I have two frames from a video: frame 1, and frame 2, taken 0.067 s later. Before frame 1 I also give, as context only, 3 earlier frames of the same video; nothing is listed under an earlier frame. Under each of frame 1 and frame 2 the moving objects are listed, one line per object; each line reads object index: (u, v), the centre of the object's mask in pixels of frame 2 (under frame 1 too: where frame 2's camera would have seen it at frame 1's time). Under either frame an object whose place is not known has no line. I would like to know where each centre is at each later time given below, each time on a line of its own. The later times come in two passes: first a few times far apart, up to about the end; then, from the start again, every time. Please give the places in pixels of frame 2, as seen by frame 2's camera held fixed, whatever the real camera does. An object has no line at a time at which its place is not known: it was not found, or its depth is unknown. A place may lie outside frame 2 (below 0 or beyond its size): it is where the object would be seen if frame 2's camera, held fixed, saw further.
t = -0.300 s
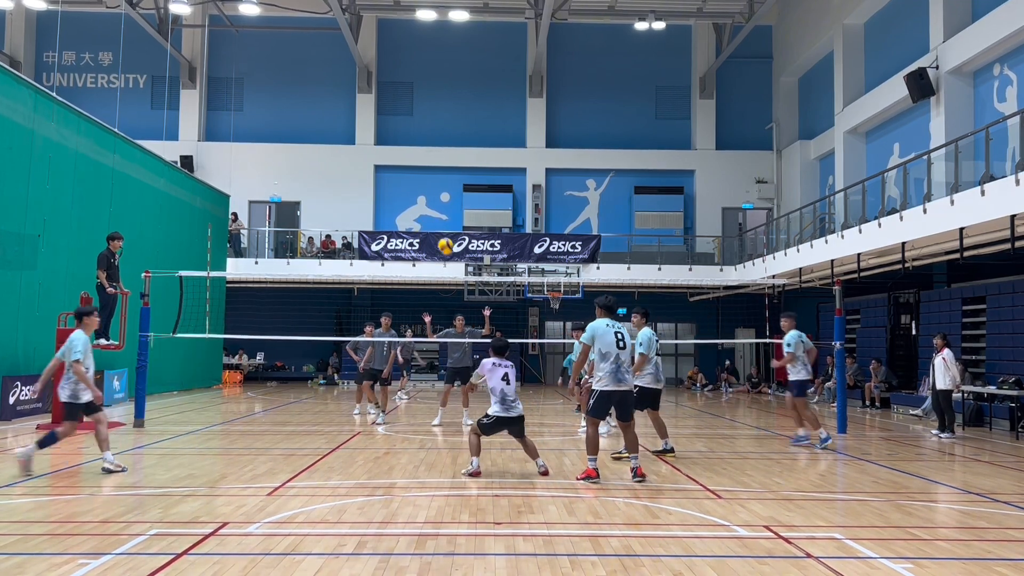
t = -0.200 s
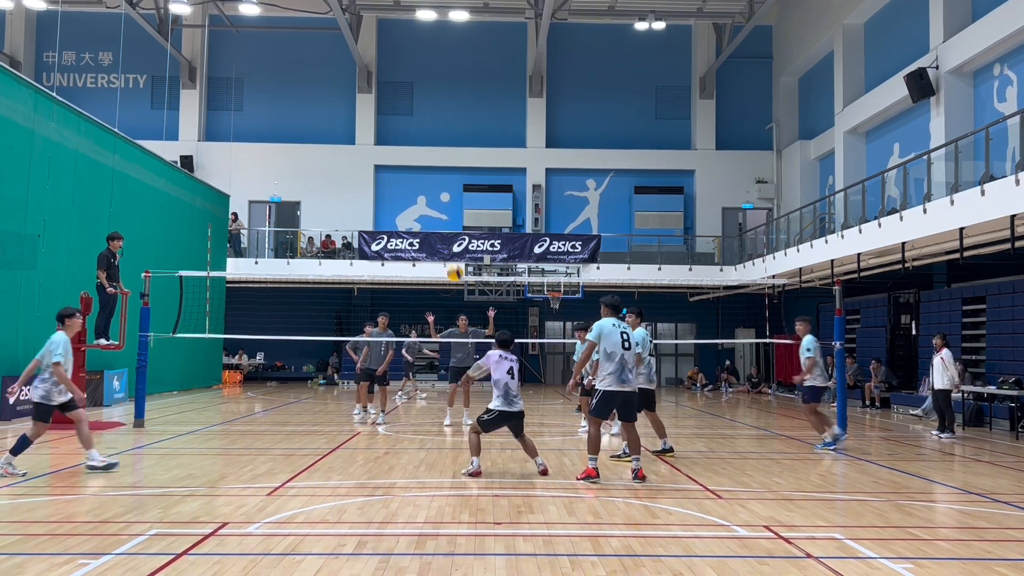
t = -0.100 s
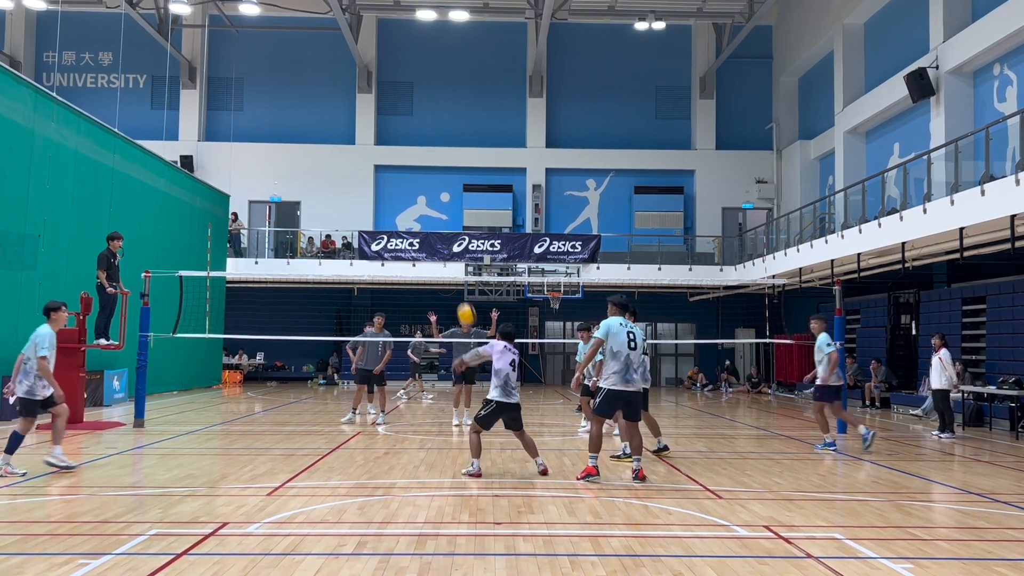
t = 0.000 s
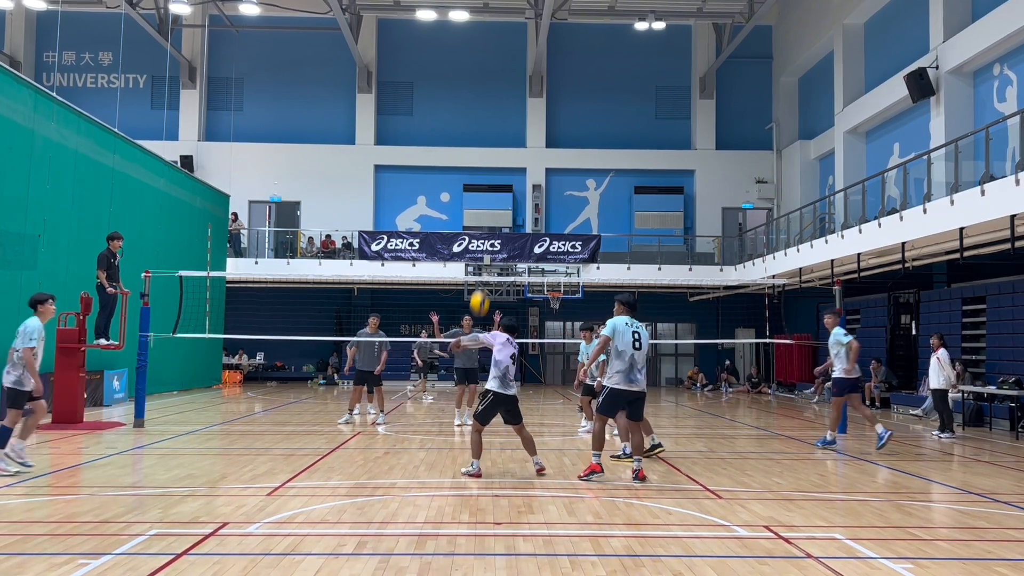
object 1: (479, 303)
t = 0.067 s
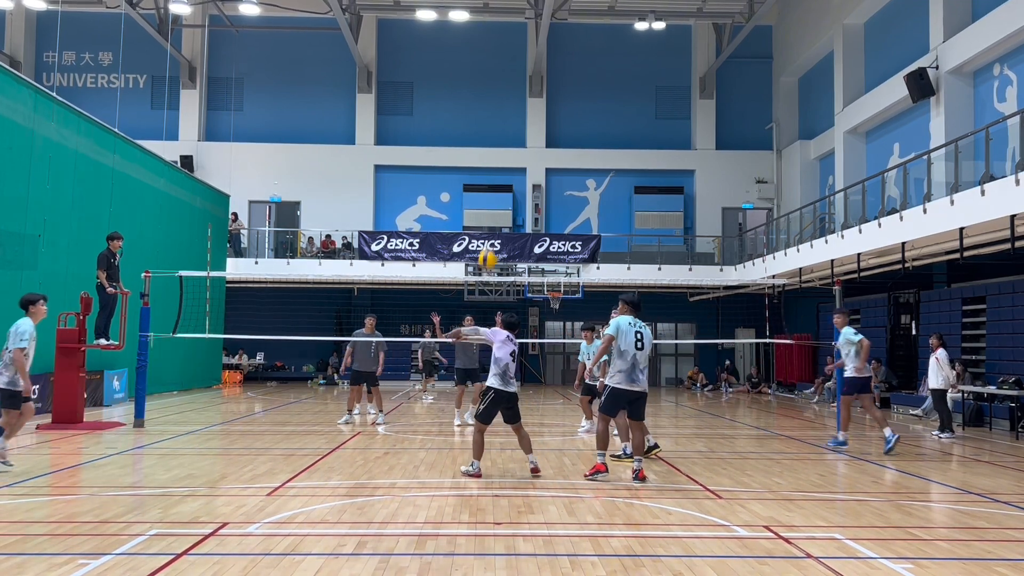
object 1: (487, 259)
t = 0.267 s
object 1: (512, 161)
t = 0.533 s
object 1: (540, 95)
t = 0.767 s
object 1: (562, 85)
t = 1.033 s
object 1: (585, 120)
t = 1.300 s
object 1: (604, 196)
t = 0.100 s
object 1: (492, 238)
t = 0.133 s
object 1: (496, 220)
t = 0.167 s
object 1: (500, 204)
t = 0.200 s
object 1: (504, 188)
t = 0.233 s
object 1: (508, 174)
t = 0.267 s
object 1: (512, 161)
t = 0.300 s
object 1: (515, 149)
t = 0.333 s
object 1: (519, 138)
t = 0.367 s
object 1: (522, 129)
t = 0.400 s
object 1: (526, 120)
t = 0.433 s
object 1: (530, 112)
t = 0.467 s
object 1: (533, 105)
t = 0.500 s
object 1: (537, 100)
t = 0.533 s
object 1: (540, 95)
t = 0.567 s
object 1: (543, 91)
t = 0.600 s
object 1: (547, 88)
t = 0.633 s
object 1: (550, 86)
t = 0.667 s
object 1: (553, 84)
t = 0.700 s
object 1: (556, 84)
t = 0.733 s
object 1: (559, 84)
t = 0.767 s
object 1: (562, 85)
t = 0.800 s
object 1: (565, 87)
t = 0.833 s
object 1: (568, 90)
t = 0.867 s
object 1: (571, 93)
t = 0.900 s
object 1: (574, 97)
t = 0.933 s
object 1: (577, 102)
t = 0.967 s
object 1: (579, 107)
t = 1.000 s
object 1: (582, 114)
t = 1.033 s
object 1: (585, 120)
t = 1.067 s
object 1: (587, 128)
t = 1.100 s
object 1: (590, 136)
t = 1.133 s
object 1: (592, 144)
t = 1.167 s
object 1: (595, 153)
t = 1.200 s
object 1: (597, 163)
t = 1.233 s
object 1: (599, 174)
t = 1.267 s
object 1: (602, 185)
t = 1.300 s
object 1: (604, 196)
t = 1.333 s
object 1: (606, 208)
